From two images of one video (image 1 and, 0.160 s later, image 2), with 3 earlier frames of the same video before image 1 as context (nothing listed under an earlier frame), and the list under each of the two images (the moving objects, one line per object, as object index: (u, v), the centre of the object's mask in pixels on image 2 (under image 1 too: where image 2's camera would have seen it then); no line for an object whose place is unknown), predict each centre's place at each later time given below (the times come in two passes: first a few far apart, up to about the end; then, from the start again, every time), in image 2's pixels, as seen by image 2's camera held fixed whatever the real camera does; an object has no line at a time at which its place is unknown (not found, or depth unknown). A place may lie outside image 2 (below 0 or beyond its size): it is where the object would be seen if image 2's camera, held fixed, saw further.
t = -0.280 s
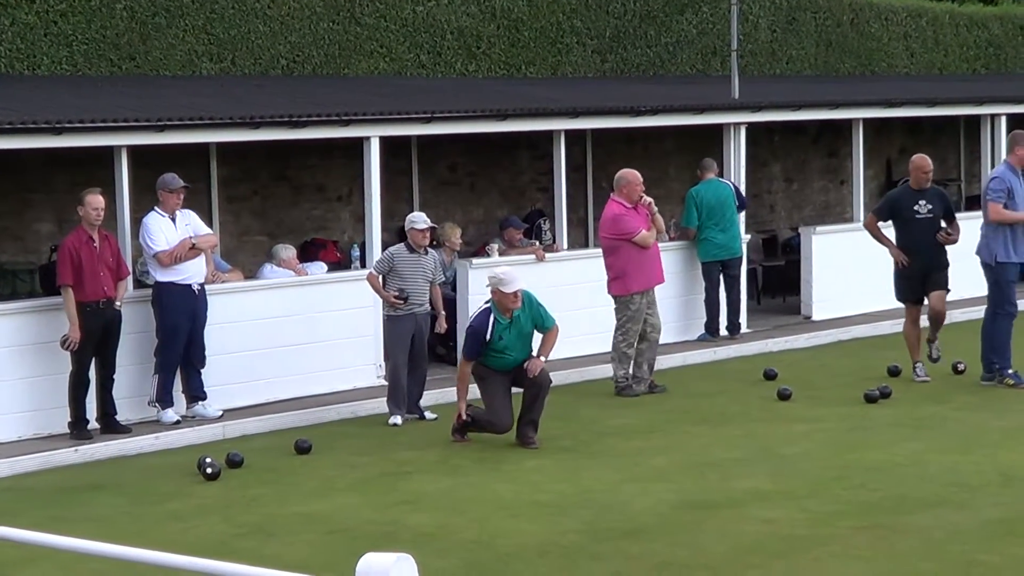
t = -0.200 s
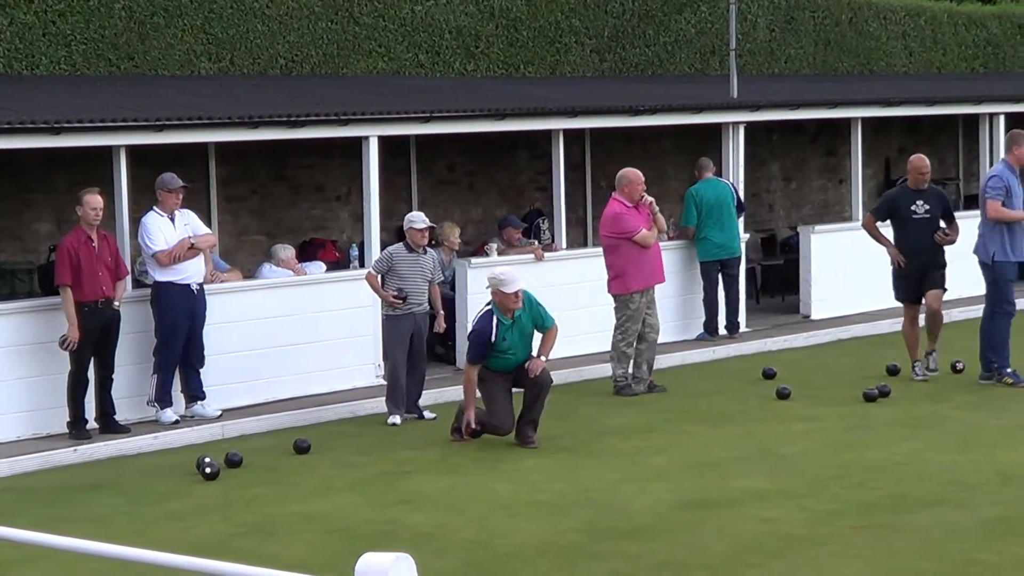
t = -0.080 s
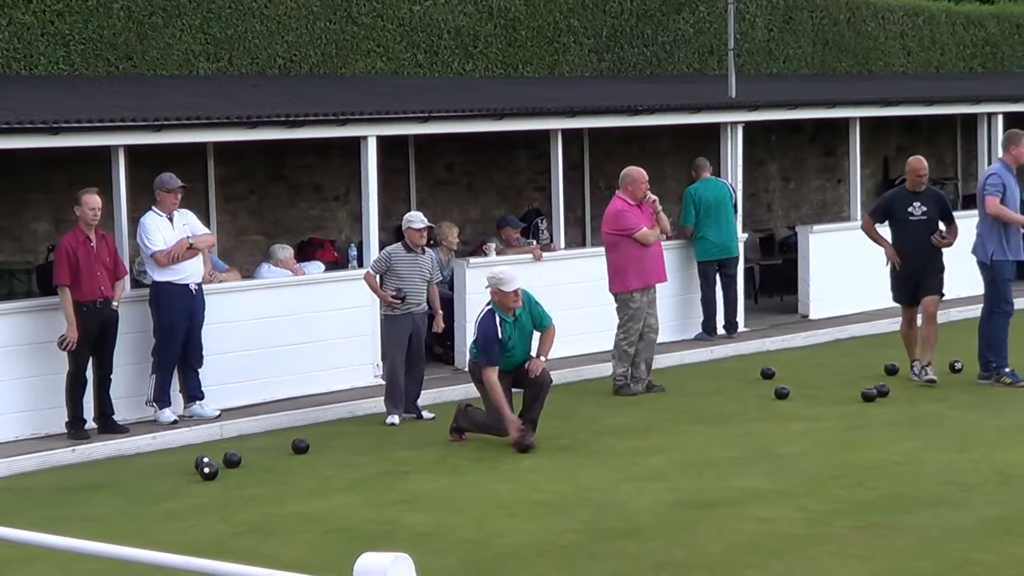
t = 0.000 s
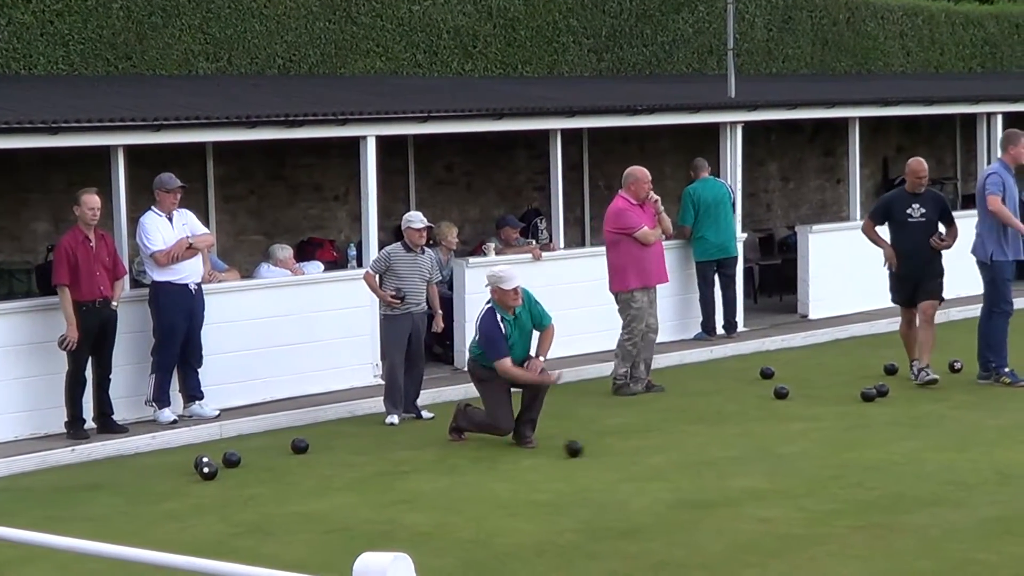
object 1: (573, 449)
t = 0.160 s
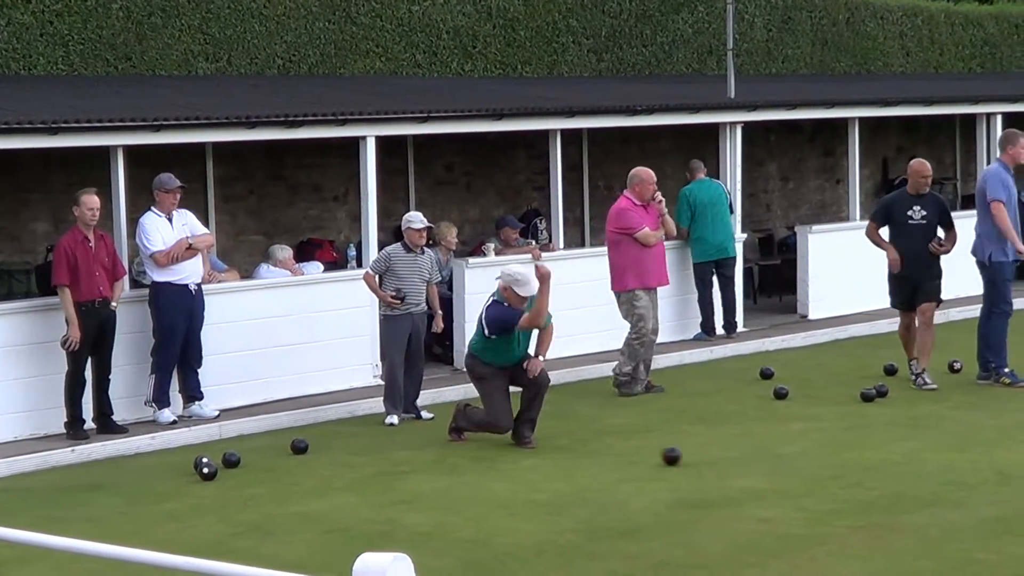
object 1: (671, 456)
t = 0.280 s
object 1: (739, 462)
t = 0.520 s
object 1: (881, 474)
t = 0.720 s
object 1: (1006, 485)
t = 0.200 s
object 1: (694, 458)
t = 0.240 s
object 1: (717, 460)
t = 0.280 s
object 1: (739, 462)
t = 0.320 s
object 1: (762, 464)
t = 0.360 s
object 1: (785, 465)
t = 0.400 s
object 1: (808, 468)
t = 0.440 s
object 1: (832, 469)
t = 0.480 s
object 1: (856, 472)
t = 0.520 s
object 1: (881, 474)
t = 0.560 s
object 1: (905, 476)
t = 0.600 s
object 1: (930, 479)
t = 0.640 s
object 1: (955, 481)
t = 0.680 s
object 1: (981, 483)
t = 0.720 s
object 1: (1006, 485)
